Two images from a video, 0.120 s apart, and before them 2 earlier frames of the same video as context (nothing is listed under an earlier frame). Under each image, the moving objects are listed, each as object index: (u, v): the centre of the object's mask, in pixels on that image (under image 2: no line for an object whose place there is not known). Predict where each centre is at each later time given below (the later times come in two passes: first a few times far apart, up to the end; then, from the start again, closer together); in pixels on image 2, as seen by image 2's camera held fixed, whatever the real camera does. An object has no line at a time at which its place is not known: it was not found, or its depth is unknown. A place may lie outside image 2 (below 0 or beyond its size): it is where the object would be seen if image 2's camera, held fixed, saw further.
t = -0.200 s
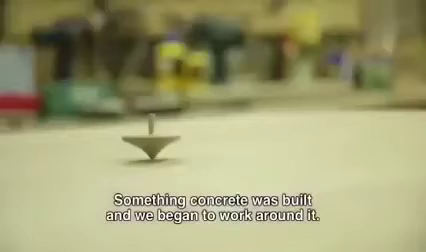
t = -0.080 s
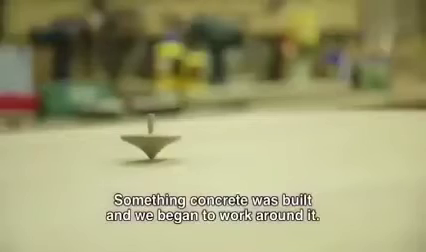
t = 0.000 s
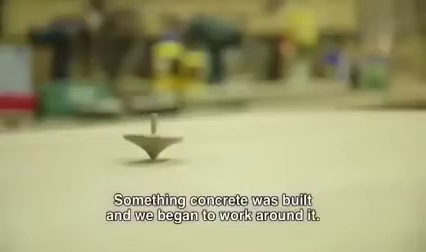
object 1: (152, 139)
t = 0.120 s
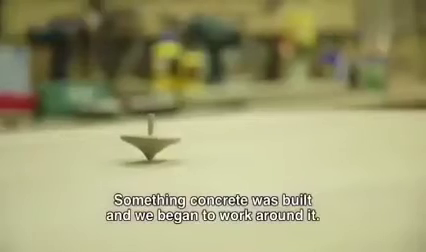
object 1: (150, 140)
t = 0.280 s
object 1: (141, 141)
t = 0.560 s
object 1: (143, 139)
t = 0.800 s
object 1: (145, 138)
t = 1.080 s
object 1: (153, 138)
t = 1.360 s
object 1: (152, 138)
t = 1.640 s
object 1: (152, 137)
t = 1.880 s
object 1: (150, 137)
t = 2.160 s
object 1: (151, 137)
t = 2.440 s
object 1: (148, 138)
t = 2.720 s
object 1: (147, 136)
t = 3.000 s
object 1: (147, 137)
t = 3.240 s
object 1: (147, 137)
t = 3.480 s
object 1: (147, 138)
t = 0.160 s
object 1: (148, 140)
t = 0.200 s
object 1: (145, 141)
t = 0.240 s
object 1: (143, 140)
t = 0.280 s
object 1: (141, 141)
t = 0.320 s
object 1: (141, 140)
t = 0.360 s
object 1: (142, 140)
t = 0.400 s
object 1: (143, 140)
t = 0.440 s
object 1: (145, 139)
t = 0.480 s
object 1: (145, 139)
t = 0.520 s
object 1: (145, 139)
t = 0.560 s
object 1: (143, 139)
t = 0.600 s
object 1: (142, 140)
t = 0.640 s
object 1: (140, 139)
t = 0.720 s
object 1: (142, 139)
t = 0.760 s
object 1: (143, 138)
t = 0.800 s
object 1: (145, 138)
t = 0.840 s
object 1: (146, 138)
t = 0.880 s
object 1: (148, 138)
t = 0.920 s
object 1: (149, 138)
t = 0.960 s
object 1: (152, 138)
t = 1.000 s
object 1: (153, 138)
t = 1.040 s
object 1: (153, 138)
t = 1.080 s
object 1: (153, 138)
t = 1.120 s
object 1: (153, 138)
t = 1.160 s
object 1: (151, 138)
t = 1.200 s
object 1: (151, 138)
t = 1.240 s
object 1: (150, 138)
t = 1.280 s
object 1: (150, 137)
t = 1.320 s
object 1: (151, 137)
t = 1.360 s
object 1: (152, 138)
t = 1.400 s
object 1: (153, 138)
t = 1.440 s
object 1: (151, 137)
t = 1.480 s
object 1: (152, 137)
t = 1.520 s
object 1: (152, 137)
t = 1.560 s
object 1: (153, 138)
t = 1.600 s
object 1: (153, 137)
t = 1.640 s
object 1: (152, 137)
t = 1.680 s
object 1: (150, 138)
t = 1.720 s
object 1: (151, 137)
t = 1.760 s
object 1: (151, 137)
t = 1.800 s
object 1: (150, 137)
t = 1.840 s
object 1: (148, 137)
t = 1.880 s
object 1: (150, 137)
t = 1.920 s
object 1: (149, 136)
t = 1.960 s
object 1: (149, 136)
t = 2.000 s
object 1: (150, 137)
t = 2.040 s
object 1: (151, 137)
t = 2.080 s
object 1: (151, 136)
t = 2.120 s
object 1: (149, 137)
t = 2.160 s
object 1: (151, 137)
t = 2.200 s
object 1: (149, 137)
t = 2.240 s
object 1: (148, 137)
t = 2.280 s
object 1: (148, 137)
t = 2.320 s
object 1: (149, 137)
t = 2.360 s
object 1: (147, 137)
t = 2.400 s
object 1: (147, 138)
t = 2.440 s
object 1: (148, 138)
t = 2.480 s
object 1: (148, 137)
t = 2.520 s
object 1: (146, 138)
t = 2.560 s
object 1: (148, 137)
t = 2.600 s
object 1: (148, 138)
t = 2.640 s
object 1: (146, 137)
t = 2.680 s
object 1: (147, 137)
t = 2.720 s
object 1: (147, 136)
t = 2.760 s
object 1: (146, 137)
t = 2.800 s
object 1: (145, 136)
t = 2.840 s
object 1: (147, 137)
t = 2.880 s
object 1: (146, 137)
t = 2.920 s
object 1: (146, 137)
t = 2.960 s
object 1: (148, 137)
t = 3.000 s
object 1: (147, 137)
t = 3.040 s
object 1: (146, 137)
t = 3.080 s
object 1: (148, 137)
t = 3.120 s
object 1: (147, 137)
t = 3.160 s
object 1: (147, 138)
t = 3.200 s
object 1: (148, 138)
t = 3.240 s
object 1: (147, 137)
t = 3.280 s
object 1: (146, 138)
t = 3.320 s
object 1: (148, 137)
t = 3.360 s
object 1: (148, 137)
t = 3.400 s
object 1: (147, 138)
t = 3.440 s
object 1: (149, 138)
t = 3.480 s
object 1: (147, 138)
